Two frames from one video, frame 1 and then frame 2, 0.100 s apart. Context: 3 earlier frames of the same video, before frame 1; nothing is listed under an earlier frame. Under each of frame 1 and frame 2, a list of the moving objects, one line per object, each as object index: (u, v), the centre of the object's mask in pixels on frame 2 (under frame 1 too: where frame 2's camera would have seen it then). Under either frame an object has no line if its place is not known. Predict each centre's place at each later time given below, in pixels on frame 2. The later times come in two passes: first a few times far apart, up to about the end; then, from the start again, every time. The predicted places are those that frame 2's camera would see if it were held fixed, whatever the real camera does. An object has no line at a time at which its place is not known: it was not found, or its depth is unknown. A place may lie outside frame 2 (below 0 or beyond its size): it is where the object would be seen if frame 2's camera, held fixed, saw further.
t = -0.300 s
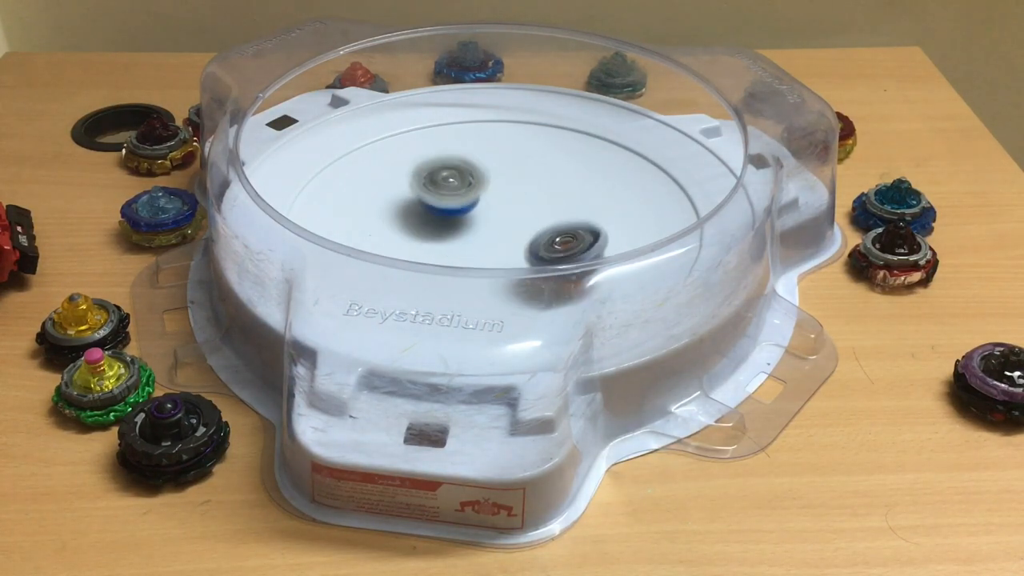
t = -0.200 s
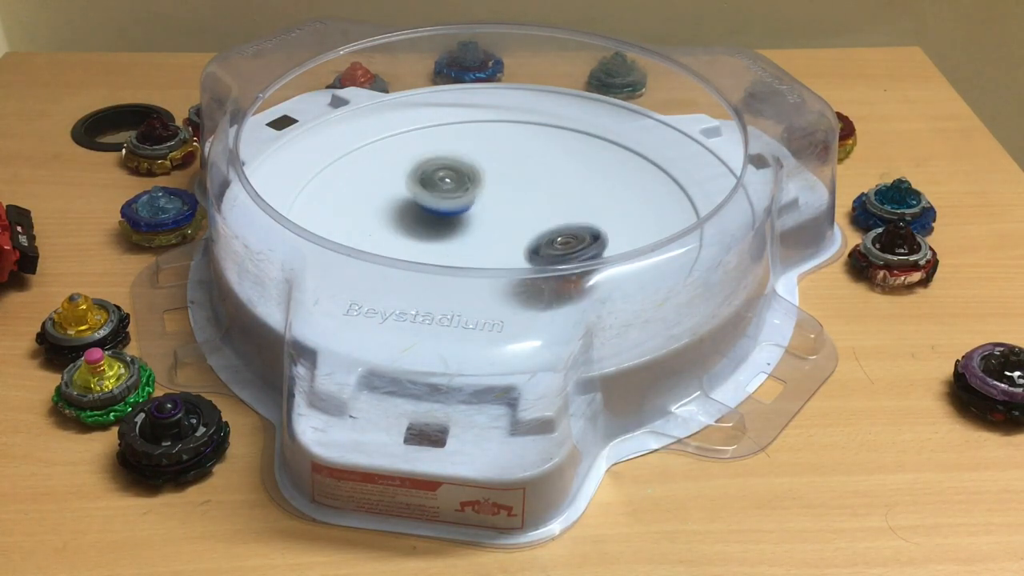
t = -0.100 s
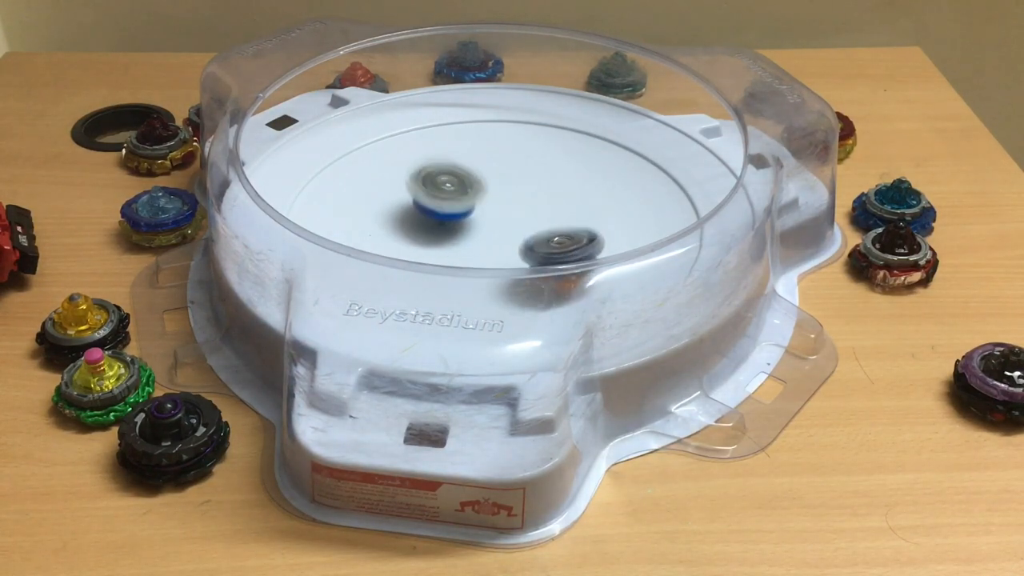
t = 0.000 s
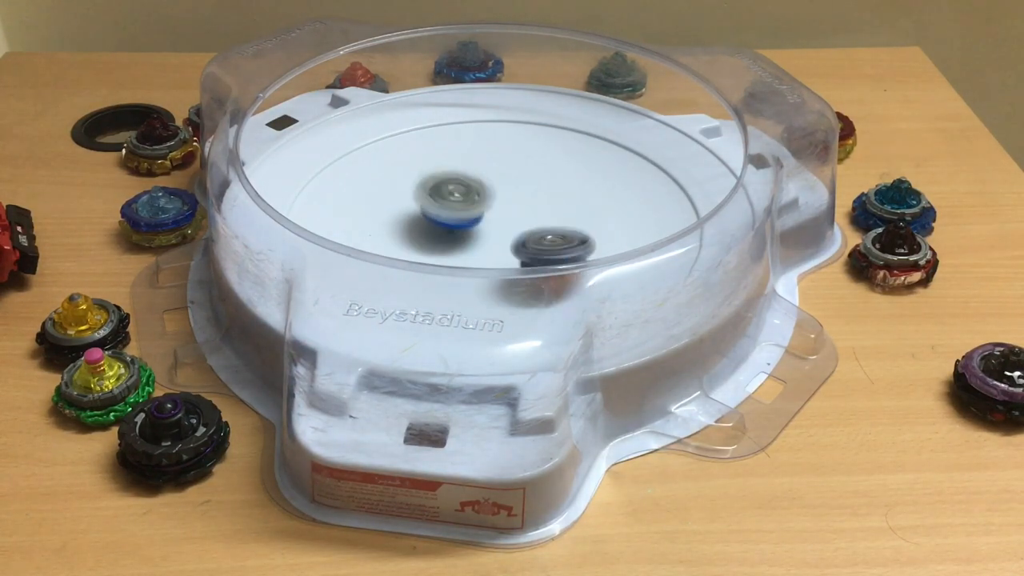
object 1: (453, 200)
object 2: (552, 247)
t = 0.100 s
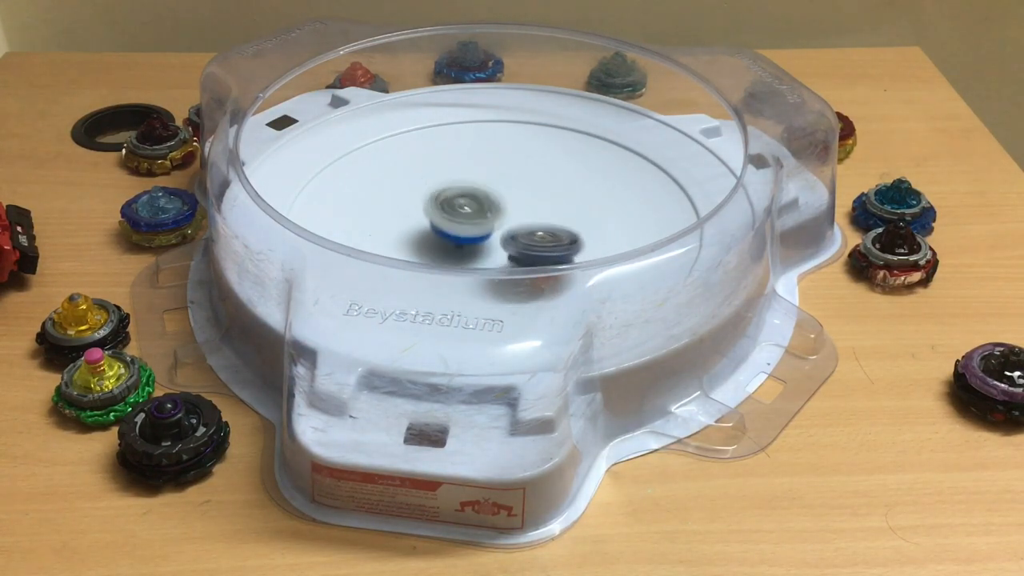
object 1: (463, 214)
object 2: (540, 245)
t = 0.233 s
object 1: (439, 221)
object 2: (575, 243)
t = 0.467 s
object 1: (423, 217)
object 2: (578, 235)
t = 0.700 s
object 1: (465, 219)
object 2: (569, 219)
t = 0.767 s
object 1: (481, 221)
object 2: (572, 215)
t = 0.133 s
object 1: (467, 220)
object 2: (537, 245)
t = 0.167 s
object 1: (457, 221)
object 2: (553, 244)
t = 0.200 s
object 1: (447, 221)
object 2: (568, 244)
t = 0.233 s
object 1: (439, 221)
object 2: (575, 243)
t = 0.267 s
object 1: (431, 221)
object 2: (577, 242)
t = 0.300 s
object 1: (426, 220)
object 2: (577, 241)
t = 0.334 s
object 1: (423, 219)
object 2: (578, 240)
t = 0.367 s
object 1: (421, 219)
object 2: (578, 239)
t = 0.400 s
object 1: (421, 219)
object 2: (578, 237)
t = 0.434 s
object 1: (421, 218)
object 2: (578, 236)
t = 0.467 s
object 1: (423, 217)
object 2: (578, 235)
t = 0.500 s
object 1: (425, 218)
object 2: (577, 233)
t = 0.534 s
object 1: (429, 218)
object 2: (575, 230)
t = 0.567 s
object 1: (434, 217)
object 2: (574, 228)
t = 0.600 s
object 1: (440, 217)
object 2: (573, 226)
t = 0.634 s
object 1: (448, 217)
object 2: (572, 224)
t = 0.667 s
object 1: (456, 218)
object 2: (570, 222)
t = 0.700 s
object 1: (465, 219)
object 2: (569, 219)
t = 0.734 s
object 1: (475, 220)
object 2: (567, 217)
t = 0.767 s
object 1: (481, 221)
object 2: (572, 215)
